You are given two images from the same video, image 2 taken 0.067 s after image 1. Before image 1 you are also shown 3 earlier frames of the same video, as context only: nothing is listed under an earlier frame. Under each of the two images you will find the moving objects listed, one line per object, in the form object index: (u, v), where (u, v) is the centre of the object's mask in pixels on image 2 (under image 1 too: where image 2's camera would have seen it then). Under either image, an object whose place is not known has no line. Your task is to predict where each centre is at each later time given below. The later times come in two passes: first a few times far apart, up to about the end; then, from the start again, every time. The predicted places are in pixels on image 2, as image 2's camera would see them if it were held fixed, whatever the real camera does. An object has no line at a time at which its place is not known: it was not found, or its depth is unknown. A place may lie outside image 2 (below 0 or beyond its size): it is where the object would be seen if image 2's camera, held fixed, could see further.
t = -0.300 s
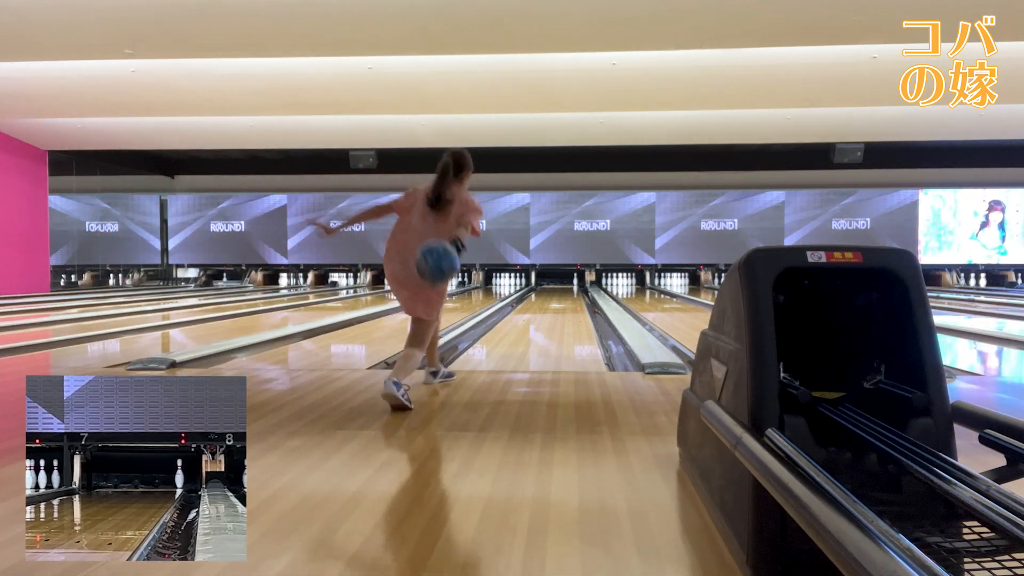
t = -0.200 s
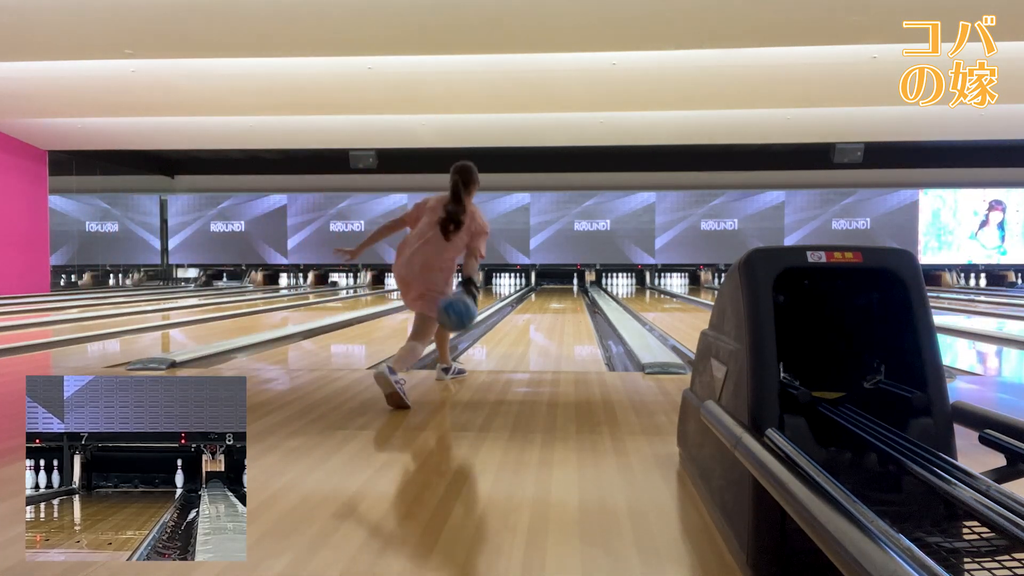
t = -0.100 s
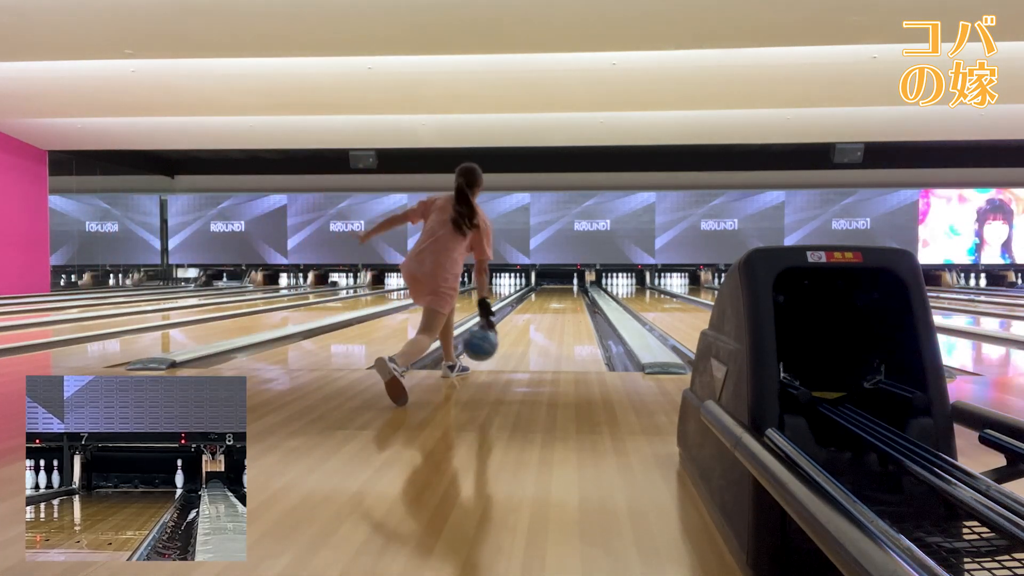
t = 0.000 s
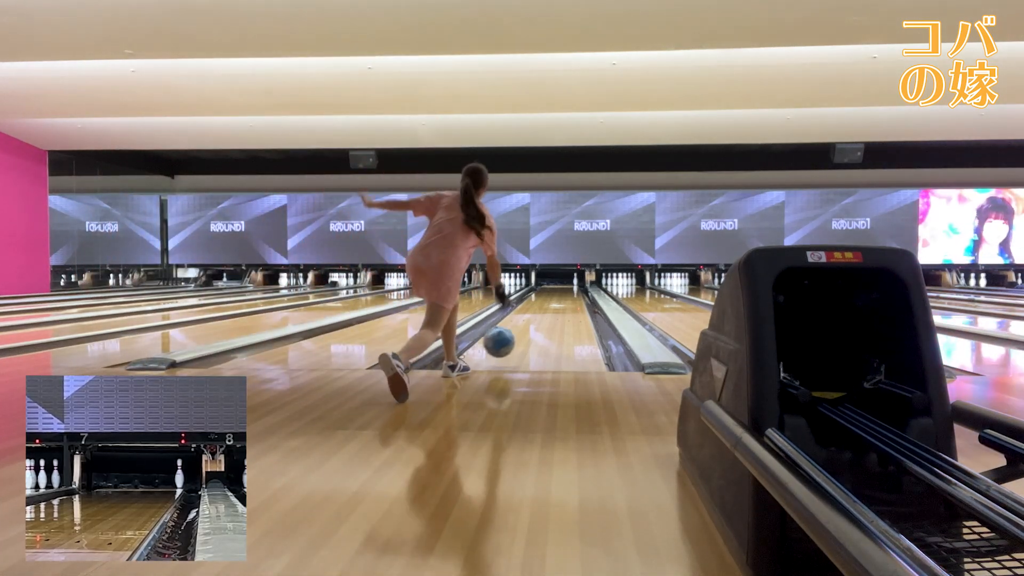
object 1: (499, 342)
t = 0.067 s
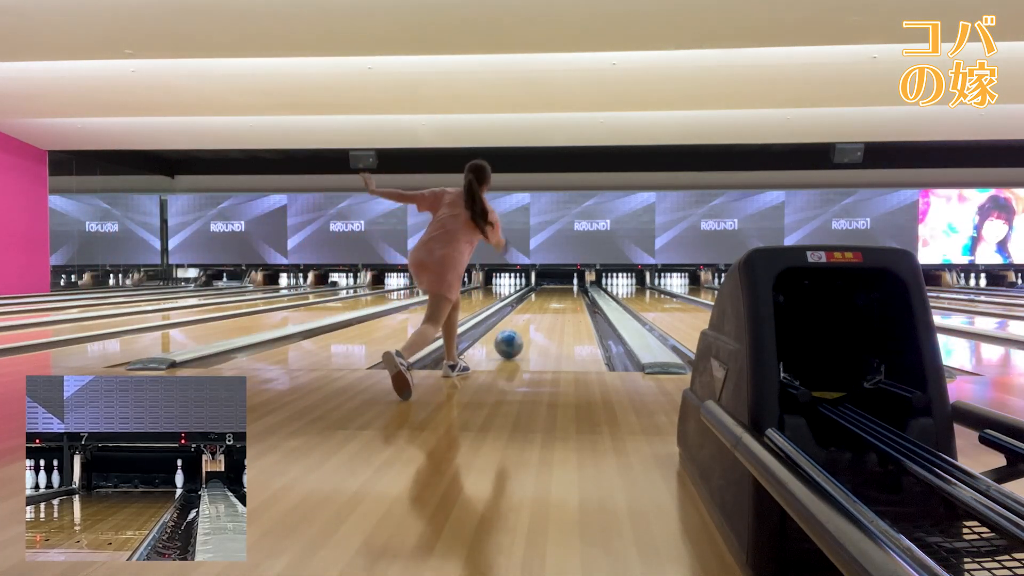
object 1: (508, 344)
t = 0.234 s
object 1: (527, 331)
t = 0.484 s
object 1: (546, 317)
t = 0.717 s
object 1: (558, 309)
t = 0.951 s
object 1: (566, 303)
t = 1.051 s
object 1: (569, 301)
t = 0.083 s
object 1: (510, 343)
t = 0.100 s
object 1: (513, 341)
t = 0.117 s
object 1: (515, 340)
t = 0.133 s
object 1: (517, 339)
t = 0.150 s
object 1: (519, 337)
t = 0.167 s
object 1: (521, 336)
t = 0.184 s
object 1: (522, 335)
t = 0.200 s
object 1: (524, 333)
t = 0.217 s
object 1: (526, 332)
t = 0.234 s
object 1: (527, 331)
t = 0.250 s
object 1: (529, 330)
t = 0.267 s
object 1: (530, 329)
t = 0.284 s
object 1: (532, 328)
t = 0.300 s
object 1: (533, 327)
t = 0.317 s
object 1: (534, 326)
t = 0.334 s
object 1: (536, 325)
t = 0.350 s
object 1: (537, 324)
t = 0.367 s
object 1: (538, 323)
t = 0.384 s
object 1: (540, 322)
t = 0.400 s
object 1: (541, 321)
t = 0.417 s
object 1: (542, 320)
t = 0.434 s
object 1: (543, 320)
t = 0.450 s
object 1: (544, 319)
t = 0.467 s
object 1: (545, 318)
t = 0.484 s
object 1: (546, 317)
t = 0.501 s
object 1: (547, 317)
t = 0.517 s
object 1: (548, 316)
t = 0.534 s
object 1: (549, 315)
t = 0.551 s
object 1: (550, 314)
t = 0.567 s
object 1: (550, 314)
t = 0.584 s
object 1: (551, 314)
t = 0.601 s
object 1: (553, 313)
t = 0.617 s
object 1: (554, 312)
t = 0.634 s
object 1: (554, 311)
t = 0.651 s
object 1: (555, 311)
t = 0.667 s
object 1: (555, 310)
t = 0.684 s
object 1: (556, 310)
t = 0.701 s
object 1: (557, 309)
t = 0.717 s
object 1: (558, 309)
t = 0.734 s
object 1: (558, 308)
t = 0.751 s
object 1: (559, 308)
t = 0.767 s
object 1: (560, 307)
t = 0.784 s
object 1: (560, 307)
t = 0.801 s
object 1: (561, 306)
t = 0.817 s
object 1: (562, 306)
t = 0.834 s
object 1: (562, 306)
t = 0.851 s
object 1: (563, 305)
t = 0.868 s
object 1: (563, 305)
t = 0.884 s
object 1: (564, 304)
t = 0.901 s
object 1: (565, 304)
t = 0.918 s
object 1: (565, 303)
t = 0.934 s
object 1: (566, 303)
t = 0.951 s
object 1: (566, 303)
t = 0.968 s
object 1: (567, 302)
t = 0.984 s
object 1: (567, 302)
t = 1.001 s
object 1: (568, 302)
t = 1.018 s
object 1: (568, 301)
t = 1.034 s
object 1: (569, 301)
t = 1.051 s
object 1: (569, 301)
